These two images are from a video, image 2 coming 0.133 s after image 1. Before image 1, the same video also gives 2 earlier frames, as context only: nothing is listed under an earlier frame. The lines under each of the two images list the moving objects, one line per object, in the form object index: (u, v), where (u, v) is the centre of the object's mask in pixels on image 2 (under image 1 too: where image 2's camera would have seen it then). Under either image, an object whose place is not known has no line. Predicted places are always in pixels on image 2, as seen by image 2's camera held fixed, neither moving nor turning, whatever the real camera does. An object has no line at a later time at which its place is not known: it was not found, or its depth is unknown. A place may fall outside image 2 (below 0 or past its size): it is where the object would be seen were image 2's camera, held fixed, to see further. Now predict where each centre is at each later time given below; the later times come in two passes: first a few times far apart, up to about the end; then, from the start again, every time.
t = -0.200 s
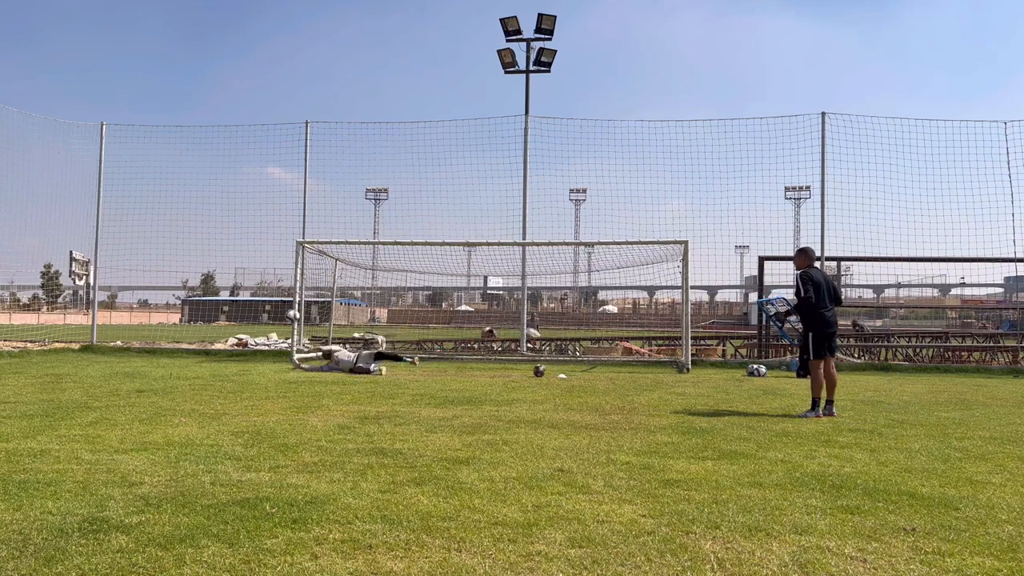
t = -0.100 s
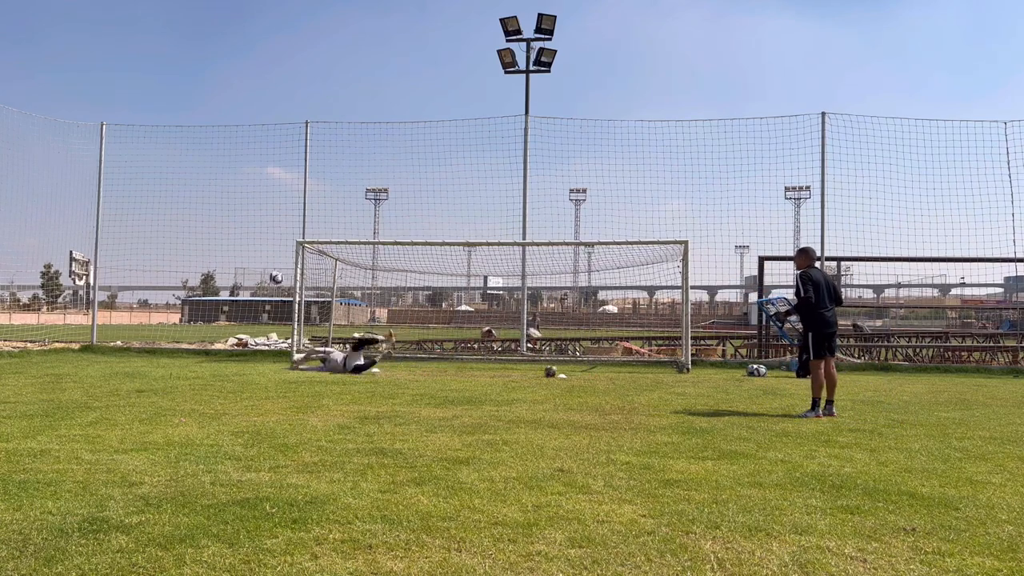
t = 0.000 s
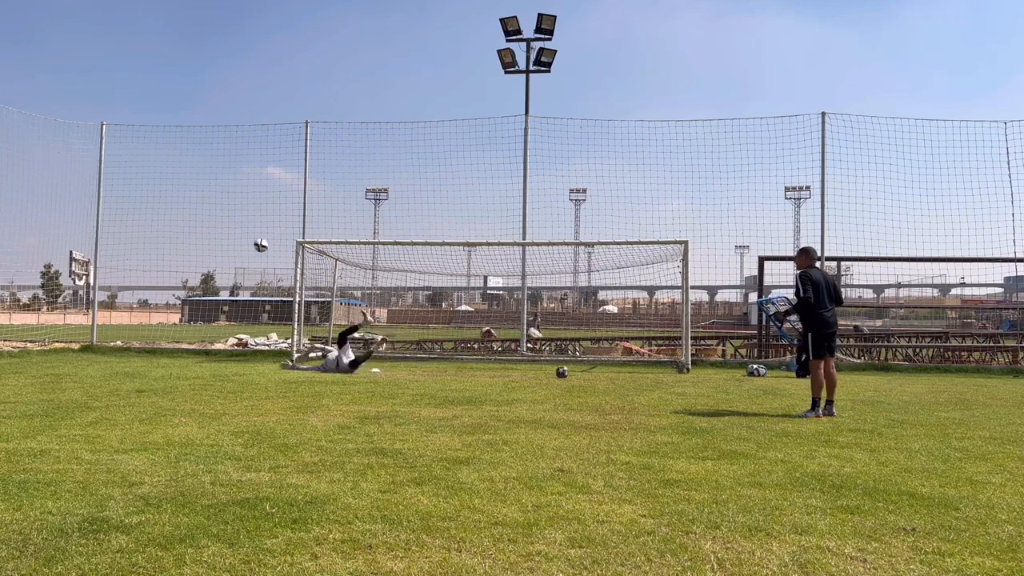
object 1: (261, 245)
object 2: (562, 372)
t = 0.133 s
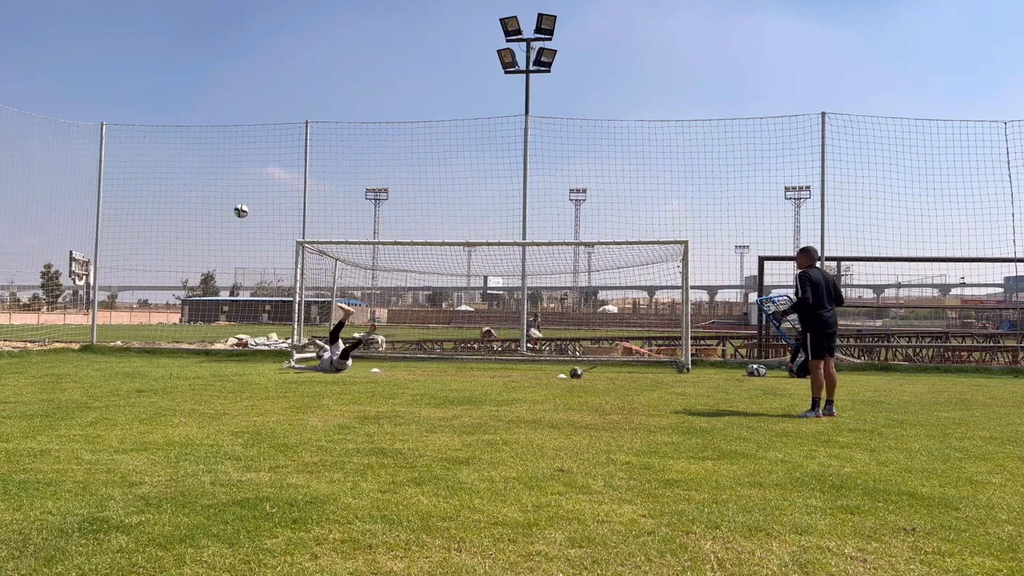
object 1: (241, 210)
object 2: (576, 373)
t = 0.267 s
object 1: (222, 186)
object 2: (590, 373)
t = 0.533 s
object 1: (183, 171)
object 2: (616, 375)
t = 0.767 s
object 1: (148, 192)
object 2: (638, 376)
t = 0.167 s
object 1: (236, 203)
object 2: (579, 373)
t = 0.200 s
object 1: (231, 198)
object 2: (583, 372)
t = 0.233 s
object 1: (227, 191)
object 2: (586, 372)
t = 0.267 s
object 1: (222, 186)
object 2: (590, 373)
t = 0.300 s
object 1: (217, 183)
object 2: (593, 374)
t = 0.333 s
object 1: (212, 179)
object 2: (596, 374)
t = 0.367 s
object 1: (207, 176)
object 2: (599, 374)
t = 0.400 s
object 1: (202, 174)
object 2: (603, 374)
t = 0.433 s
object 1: (197, 172)
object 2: (606, 374)
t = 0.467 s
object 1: (192, 172)
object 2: (610, 374)
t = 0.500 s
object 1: (188, 171)
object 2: (612, 375)
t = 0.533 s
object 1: (183, 171)
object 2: (616, 375)
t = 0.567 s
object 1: (178, 172)
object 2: (619, 375)
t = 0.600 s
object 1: (173, 174)
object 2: (622, 375)
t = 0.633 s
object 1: (168, 176)
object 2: (625, 375)
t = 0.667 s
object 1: (163, 179)
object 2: (628, 375)
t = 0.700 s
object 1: (158, 183)
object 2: (631, 376)
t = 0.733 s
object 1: (153, 187)
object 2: (634, 376)
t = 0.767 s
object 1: (148, 192)
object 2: (638, 376)
